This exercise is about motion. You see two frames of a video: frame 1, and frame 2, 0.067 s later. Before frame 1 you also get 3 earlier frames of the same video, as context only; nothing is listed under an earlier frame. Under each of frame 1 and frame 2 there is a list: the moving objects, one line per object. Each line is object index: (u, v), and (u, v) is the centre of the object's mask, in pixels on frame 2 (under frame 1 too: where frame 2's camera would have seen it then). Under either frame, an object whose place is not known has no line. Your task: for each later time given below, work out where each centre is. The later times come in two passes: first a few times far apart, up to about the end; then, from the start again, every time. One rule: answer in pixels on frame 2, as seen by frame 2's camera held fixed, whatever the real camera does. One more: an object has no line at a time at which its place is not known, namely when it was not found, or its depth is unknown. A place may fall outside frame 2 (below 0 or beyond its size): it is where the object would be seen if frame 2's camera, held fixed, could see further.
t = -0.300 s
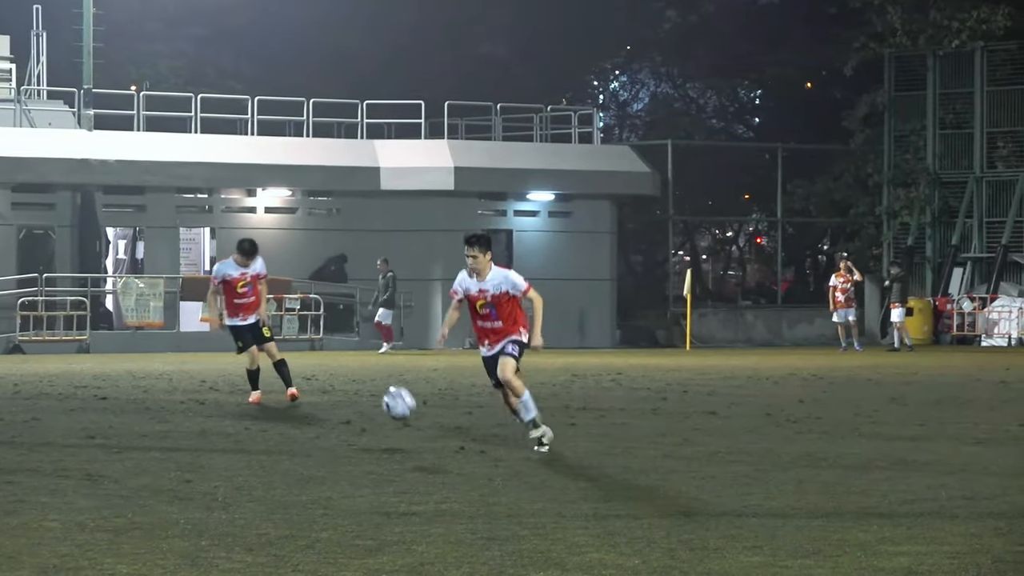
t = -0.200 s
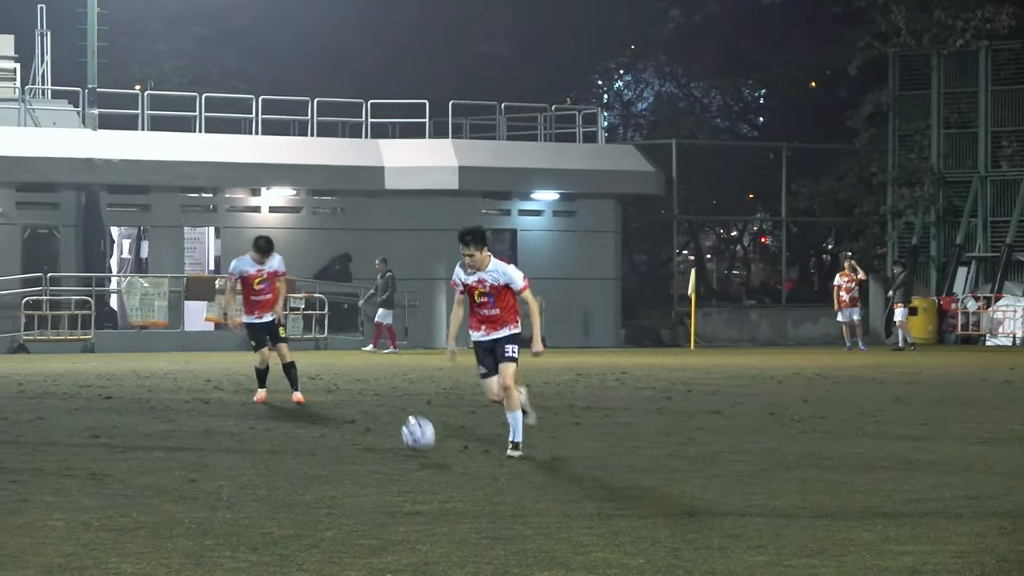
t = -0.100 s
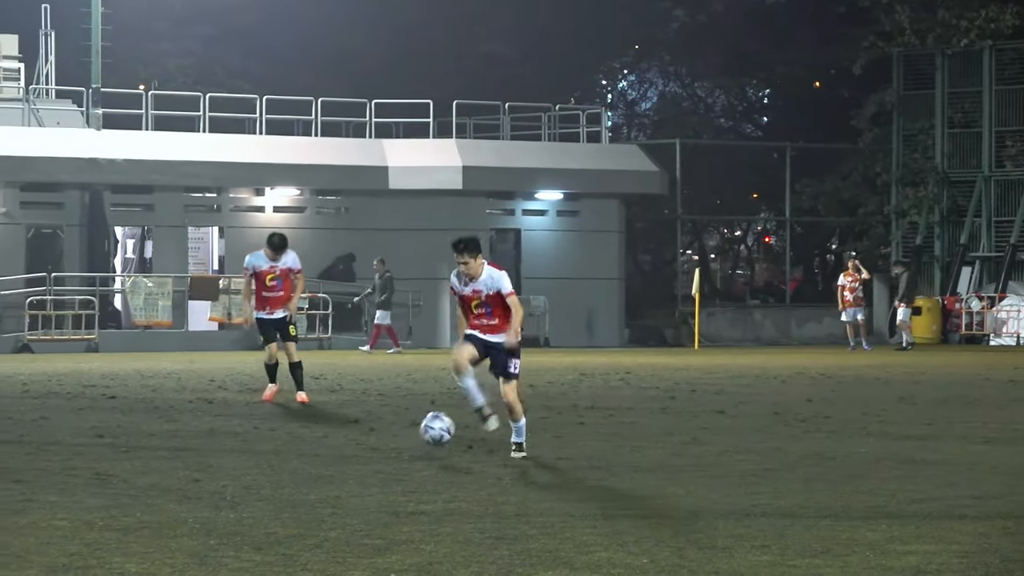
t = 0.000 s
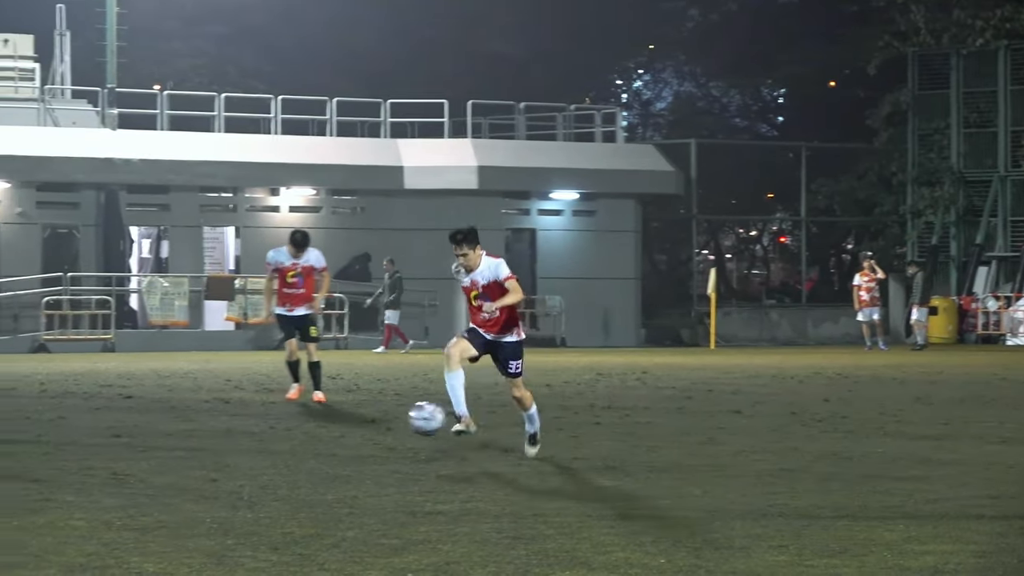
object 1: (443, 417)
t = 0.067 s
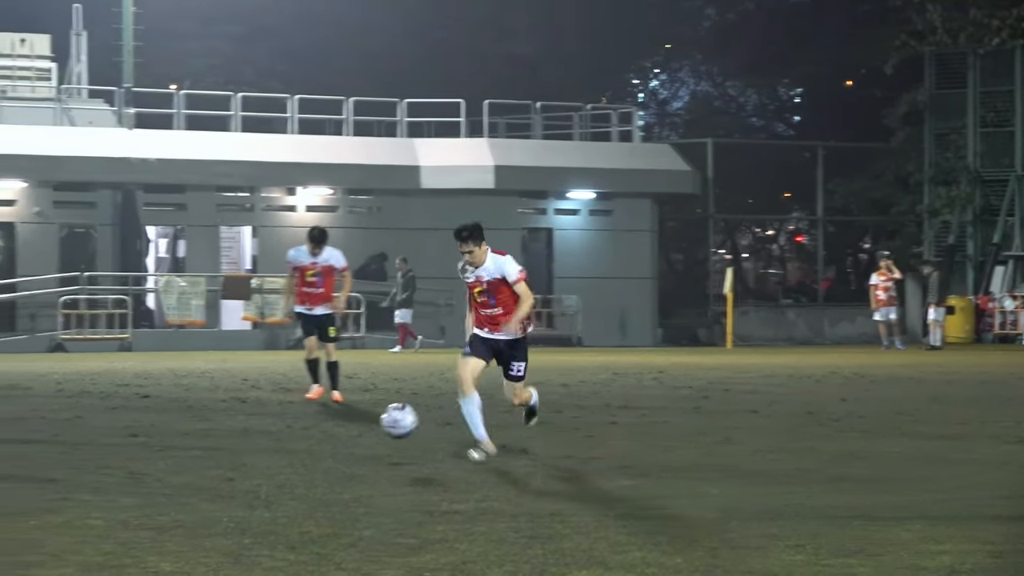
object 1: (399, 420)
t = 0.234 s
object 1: (279, 461)
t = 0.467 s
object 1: (150, 451)
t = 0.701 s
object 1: (32, 475)
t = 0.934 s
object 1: (-62, 515)
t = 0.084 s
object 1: (388, 422)
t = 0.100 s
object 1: (376, 425)
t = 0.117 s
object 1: (365, 427)
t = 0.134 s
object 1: (353, 430)
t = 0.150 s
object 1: (341, 434)
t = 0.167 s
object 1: (329, 438)
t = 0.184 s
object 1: (317, 443)
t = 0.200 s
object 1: (304, 449)
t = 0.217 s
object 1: (291, 454)
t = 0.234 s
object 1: (279, 461)
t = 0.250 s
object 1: (268, 465)
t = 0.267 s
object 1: (261, 461)
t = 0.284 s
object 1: (251, 458)
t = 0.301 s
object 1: (242, 455)
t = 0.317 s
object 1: (234, 452)
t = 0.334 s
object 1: (224, 450)
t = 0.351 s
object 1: (216, 449)
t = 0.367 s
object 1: (206, 447)
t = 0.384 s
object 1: (197, 447)
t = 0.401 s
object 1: (188, 446)
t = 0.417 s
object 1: (178, 446)
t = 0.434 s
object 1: (169, 448)
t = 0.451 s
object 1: (160, 449)
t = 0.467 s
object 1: (150, 451)
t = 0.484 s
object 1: (140, 454)
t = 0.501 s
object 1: (131, 457)
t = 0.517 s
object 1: (120, 461)
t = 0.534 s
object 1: (111, 465)
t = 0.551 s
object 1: (100, 471)
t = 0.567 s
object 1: (89, 476)
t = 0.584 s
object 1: (79, 482)
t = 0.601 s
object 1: (68, 490)
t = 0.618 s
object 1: (61, 489)
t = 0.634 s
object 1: (55, 486)
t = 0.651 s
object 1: (50, 482)
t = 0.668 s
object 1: (44, 479)
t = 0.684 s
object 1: (38, 477)
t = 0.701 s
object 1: (32, 475)
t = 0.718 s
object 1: (26, 474)
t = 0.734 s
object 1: (20, 474)
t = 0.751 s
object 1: (14, 474)
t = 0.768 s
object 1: (8, 474)
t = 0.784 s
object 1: (1, 476)
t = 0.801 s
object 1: (-5, 477)
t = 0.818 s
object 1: (-12, 480)
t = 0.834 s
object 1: (-19, 483)
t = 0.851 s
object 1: (-26, 487)
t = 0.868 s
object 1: (-33, 492)
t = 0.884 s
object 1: (-40, 497)
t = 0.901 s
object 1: (-47, 502)
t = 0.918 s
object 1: (-54, 509)
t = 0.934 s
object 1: (-62, 515)
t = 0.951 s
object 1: (-69, 514)
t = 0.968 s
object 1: (-76, 512)
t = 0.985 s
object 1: (-83, 510)
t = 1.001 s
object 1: (-90, 508)
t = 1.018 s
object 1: (-99, 508)
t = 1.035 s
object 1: (-106, 507)
